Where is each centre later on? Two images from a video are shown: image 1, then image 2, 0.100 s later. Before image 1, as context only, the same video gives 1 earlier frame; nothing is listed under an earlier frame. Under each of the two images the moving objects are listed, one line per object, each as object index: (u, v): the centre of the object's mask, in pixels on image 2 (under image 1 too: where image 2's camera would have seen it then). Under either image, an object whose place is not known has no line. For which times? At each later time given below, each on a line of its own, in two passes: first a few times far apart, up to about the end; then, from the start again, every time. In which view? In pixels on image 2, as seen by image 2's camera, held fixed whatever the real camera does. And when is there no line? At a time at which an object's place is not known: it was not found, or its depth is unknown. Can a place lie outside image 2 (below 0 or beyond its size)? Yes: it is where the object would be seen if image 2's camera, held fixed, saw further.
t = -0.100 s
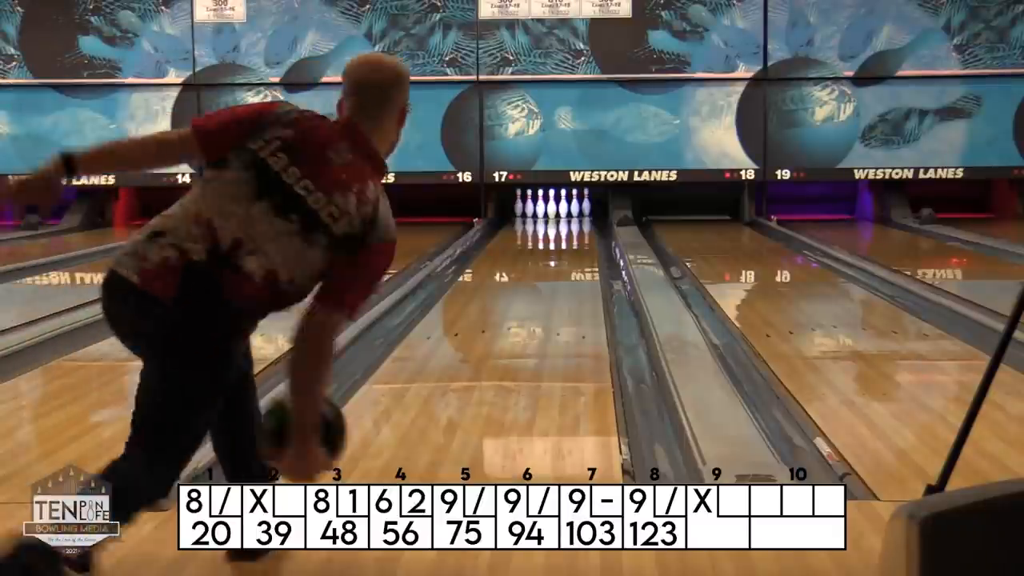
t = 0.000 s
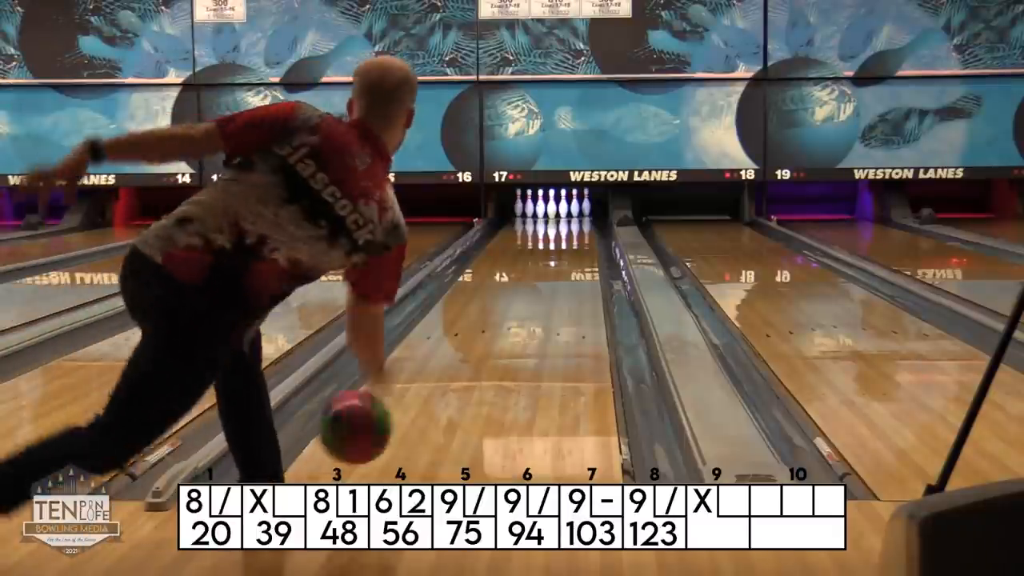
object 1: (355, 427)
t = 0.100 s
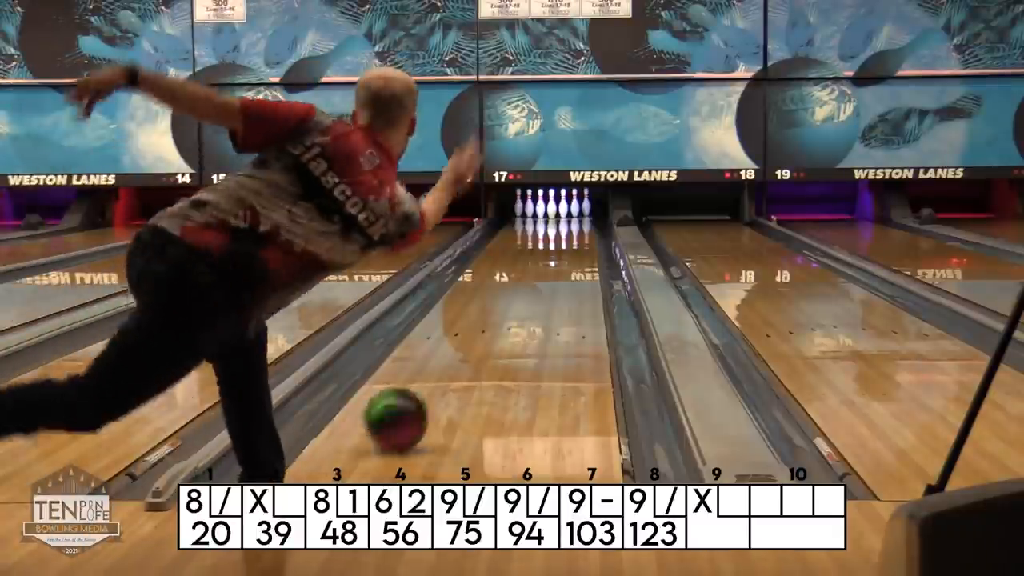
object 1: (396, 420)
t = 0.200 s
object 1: (427, 387)
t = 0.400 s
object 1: (470, 340)
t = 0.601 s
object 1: (499, 308)
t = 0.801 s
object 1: (520, 287)
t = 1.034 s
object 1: (536, 265)
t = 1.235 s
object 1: (546, 253)
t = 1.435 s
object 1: (553, 241)
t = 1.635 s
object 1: (557, 233)
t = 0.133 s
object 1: (407, 405)
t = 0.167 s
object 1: (418, 395)
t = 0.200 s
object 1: (427, 387)
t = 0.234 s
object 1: (436, 377)
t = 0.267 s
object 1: (443, 369)
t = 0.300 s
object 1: (451, 360)
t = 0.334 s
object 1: (458, 354)
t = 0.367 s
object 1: (465, 347)
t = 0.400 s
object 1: (470, 340)
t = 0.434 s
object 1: (476, 334)
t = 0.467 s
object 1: (481, 328)
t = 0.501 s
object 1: (486, 322)
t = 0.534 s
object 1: (491, 317)
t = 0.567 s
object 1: (495, 313)
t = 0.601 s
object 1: (499, 308)
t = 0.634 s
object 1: (503, 304)
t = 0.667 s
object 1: (507, 300)
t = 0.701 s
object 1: (510, 296)
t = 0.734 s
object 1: (513, 292)
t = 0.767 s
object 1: (516, 289)
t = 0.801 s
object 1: (520, 287)
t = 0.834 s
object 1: (520, 284)
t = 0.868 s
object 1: (527, 275)
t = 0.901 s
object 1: (527, 275)
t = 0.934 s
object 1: (529, 273)
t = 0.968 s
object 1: (532, 270)
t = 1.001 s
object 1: (533, 268)
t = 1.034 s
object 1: (536, 265)
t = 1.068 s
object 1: (537, 263)
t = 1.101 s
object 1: (539, 261)
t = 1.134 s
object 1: (541, 259)
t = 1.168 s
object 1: (543, 256)
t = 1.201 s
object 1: (545, 255)
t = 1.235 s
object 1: (546, 253)
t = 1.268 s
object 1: (547, 251)
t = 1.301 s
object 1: (547, 248)
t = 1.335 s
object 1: (549, 246)
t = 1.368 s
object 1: (550, 245)
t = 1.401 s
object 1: (551, 243)
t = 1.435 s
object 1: (553, 241)
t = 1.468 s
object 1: (553, 240)
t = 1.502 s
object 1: (554, 238)
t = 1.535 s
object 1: (554, 237)
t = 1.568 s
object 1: (555, 235)
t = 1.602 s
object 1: (556, 234)
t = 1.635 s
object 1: (557, 233)
